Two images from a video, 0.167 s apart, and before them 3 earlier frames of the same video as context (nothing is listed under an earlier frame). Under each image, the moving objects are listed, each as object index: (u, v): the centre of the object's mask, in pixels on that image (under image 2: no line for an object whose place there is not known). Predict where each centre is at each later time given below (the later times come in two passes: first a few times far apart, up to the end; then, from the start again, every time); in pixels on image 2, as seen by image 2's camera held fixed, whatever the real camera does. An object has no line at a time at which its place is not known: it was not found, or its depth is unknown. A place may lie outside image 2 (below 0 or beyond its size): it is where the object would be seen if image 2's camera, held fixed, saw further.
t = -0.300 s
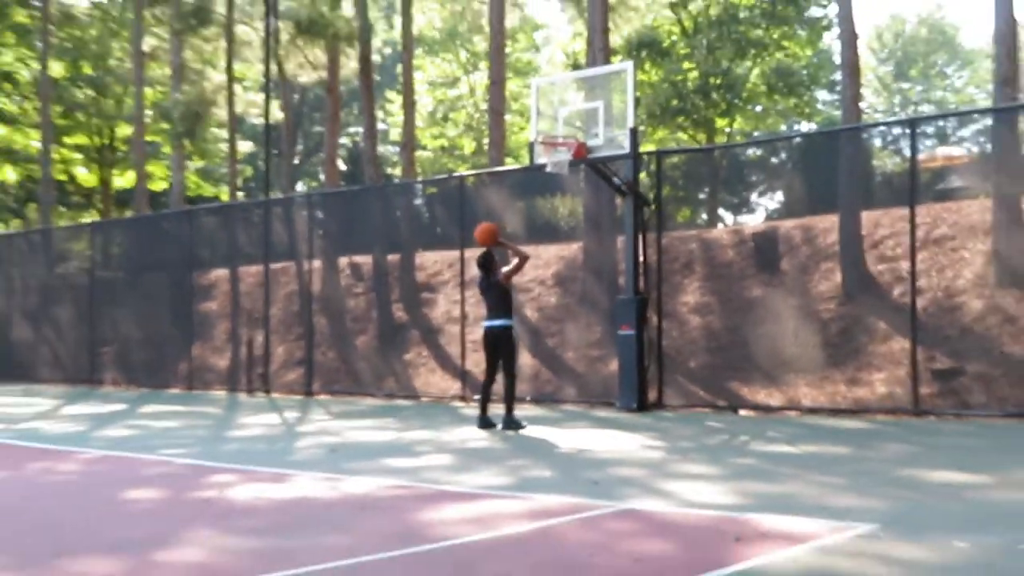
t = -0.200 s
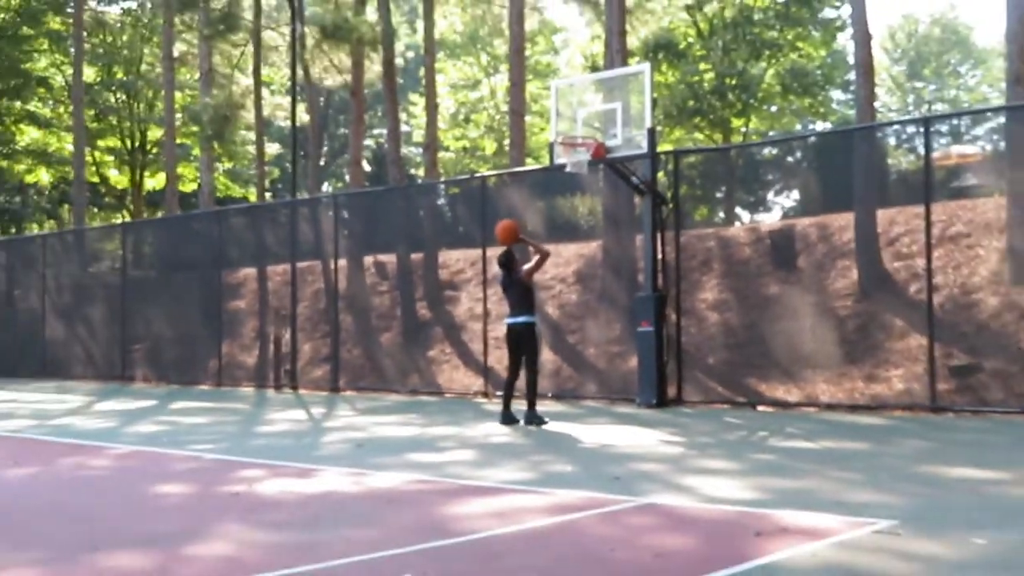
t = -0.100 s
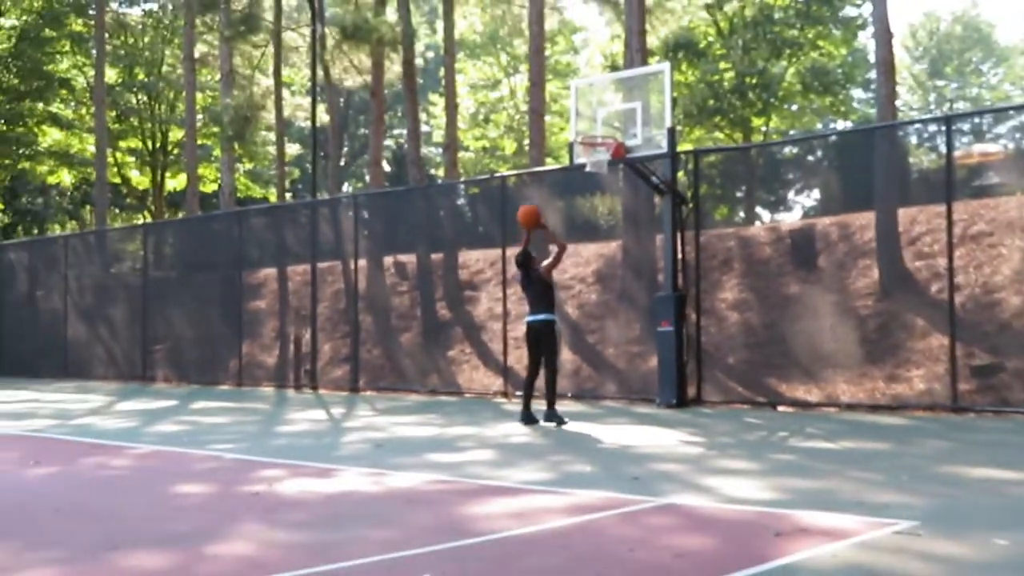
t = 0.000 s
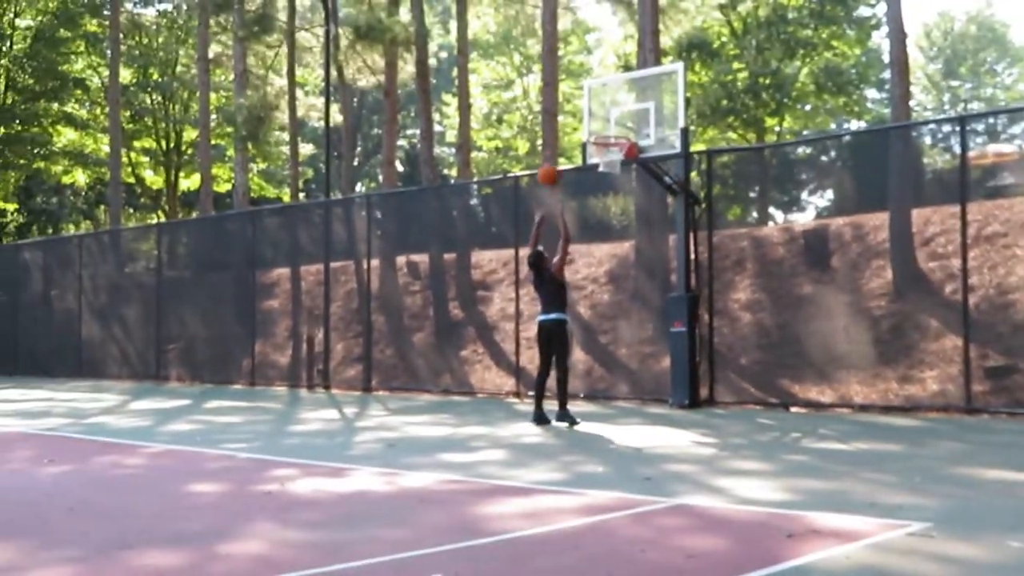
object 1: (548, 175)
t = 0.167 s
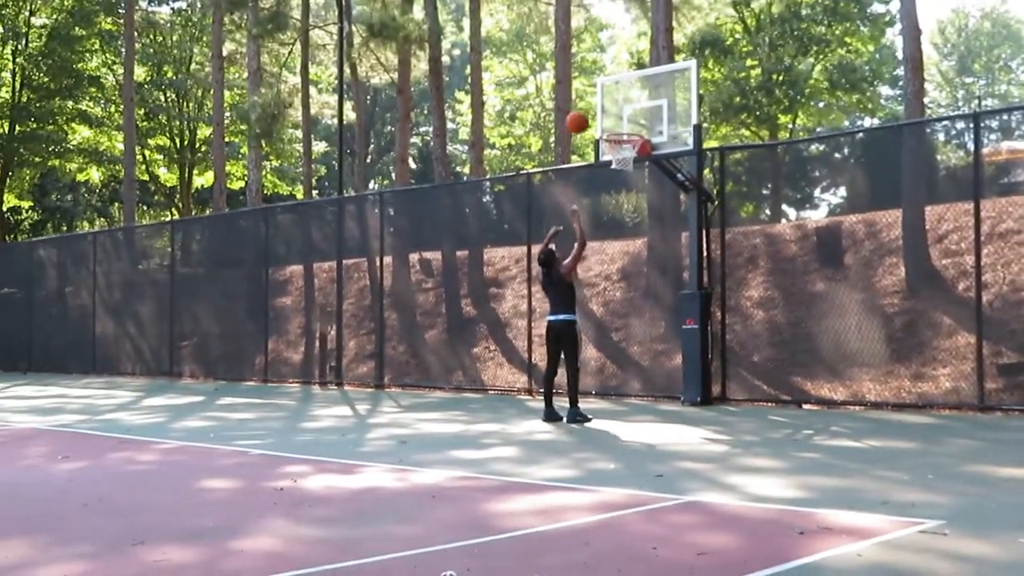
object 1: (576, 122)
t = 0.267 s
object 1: (586, 105)
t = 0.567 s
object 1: (612, 111)
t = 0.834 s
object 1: (614, 124)
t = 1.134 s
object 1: (589, 154)
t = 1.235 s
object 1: (581, 178)
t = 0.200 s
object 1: (580, 115)
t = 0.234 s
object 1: (583, 110)
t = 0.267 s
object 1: (586, 105)
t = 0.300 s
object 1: (589, 102)
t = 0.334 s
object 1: (592, 100)
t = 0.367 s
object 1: (595, 98)
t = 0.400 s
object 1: (597, 98)
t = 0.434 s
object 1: (601, 99)
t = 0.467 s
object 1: (603, 100)
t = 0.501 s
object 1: (606, 103)
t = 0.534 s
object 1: (609, 107)
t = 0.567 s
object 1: (612, 111)
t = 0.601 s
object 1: (614, 117)
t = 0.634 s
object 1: (617, 123)
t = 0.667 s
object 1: (619, 128)
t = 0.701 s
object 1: (620, 127)
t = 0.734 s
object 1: (620, 126)
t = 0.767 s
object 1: (619, 125)
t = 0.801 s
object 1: (616, 125)
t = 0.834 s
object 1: (614, 124)
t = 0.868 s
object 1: (611, 126)
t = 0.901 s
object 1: (608, 127)
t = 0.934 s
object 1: (603, 129)
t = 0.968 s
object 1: (600, 132)
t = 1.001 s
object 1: (597, 135)
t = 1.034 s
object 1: (595, 140)
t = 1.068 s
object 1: (593, 144)
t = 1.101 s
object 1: (592, 148)
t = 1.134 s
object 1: (589, 154)
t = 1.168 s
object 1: (587, 161)
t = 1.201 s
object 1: (584, 170)
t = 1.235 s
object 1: (581, 178)
